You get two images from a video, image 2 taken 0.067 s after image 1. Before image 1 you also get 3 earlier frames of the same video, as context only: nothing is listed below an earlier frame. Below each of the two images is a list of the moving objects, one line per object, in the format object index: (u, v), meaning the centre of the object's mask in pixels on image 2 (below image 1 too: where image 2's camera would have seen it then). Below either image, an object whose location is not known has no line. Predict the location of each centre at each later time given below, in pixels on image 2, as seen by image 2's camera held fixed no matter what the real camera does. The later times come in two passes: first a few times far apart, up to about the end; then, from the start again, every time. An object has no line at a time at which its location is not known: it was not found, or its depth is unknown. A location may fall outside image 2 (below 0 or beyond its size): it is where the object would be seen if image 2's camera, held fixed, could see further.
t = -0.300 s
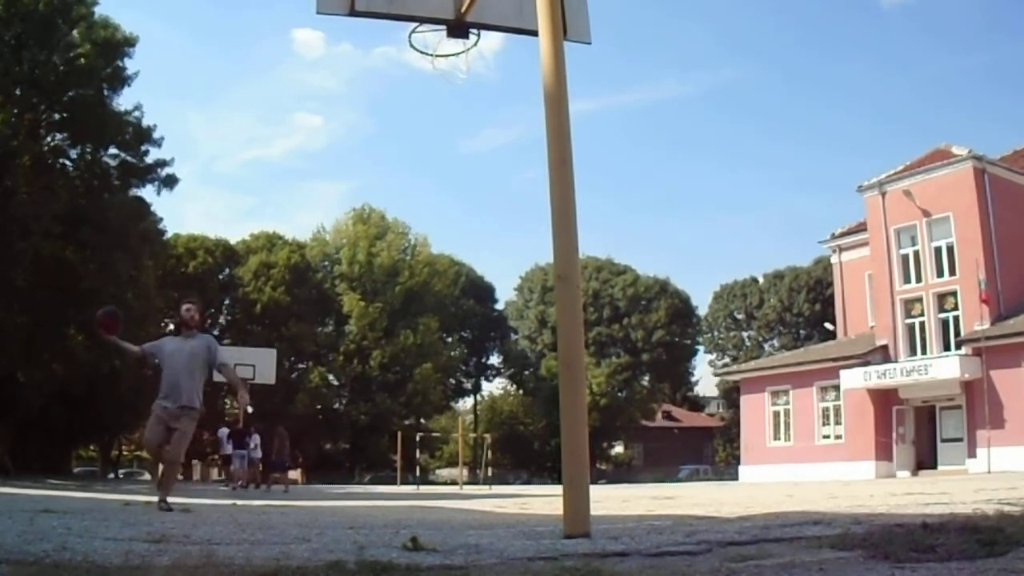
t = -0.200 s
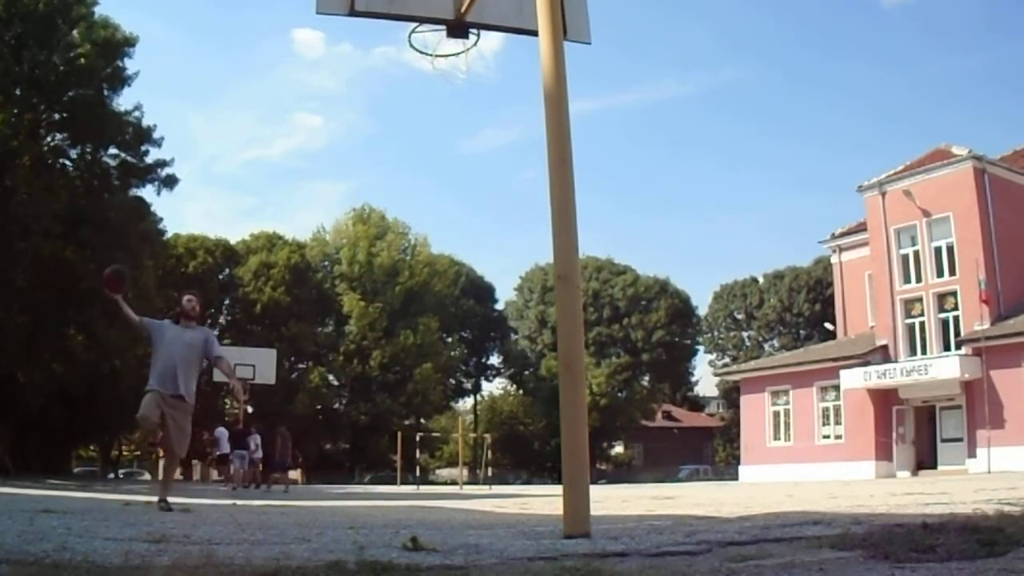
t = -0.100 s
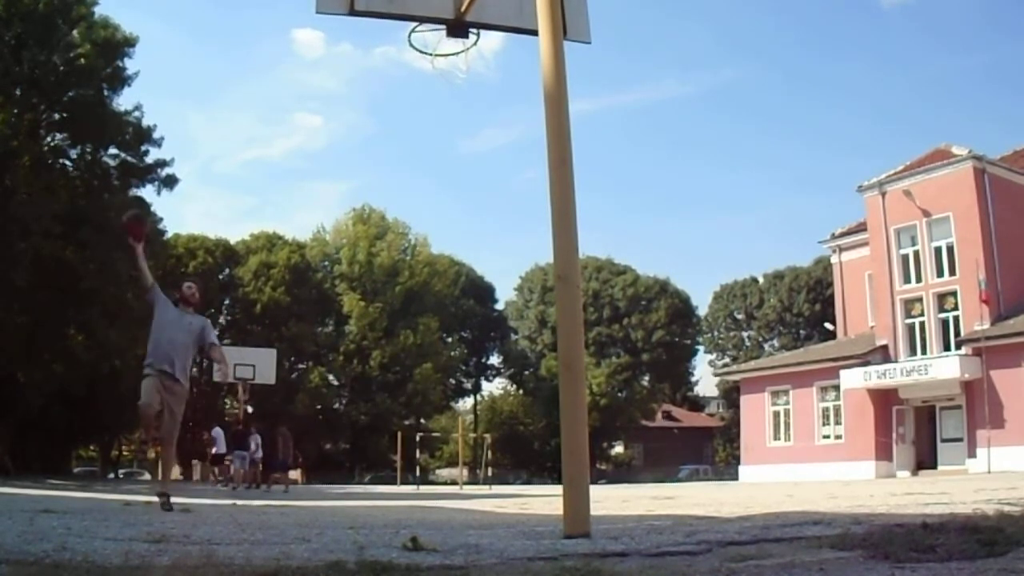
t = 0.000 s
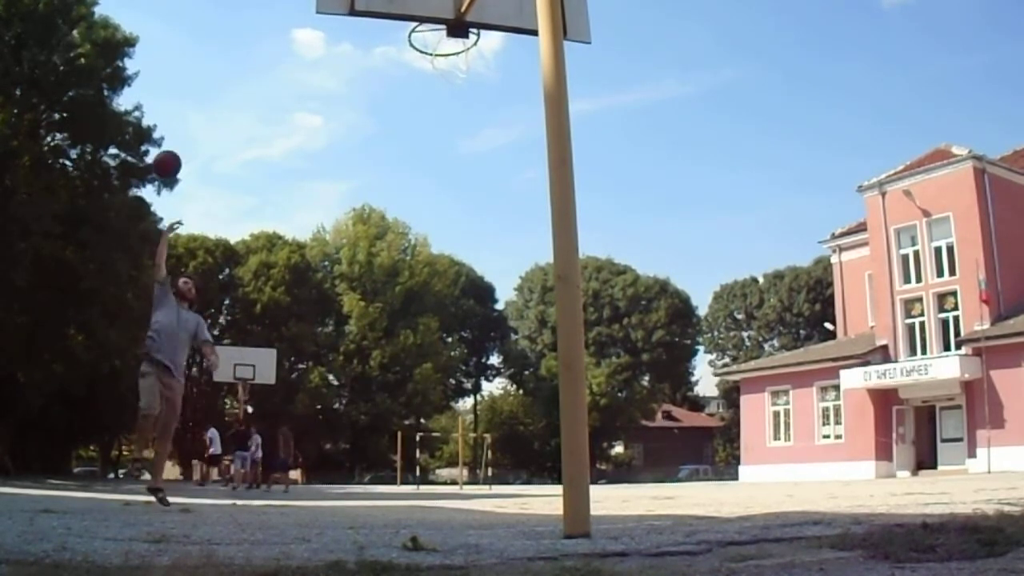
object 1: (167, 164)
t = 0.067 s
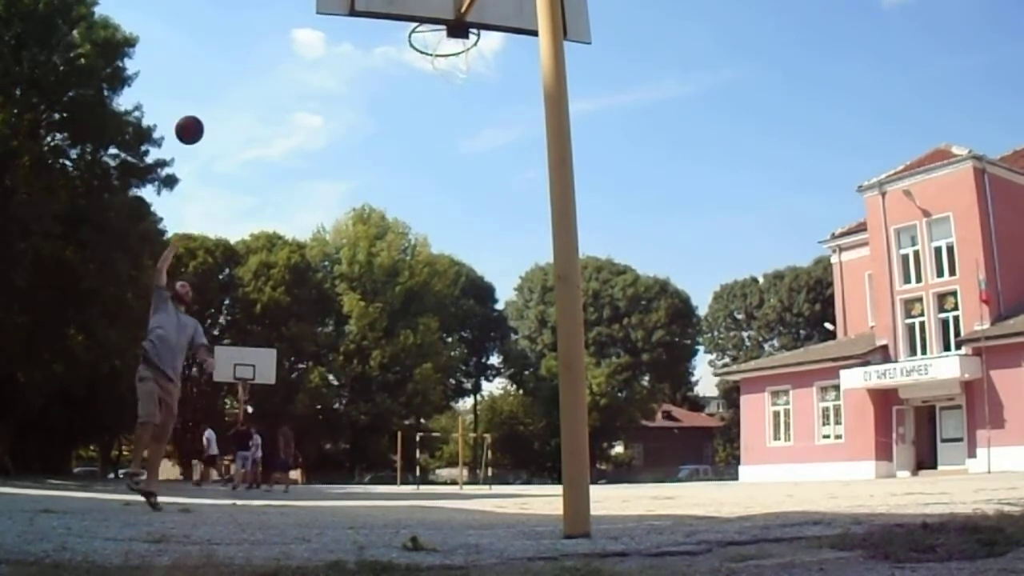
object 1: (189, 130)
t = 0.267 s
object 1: (258, 54)
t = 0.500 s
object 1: (344, 25)
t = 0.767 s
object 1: (362, 59)
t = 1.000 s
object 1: (300, 190)
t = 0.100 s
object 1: (200, 114)
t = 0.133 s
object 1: (211, 100)
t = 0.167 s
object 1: (223, 87)
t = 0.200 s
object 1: (235, 75)
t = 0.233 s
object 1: (246, 64)
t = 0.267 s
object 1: (258, 54)
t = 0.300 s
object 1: (270, 46)
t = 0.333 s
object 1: (282, 39)
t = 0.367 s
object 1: (294, 33)
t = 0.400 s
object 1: (306, 28)
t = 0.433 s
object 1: (318, 26)
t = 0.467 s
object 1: (331, 25)
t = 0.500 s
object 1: (344, 25)
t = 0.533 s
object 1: (357, 25)
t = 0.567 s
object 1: (370, 27)
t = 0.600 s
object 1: (384, 30)
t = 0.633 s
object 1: (391, 33)
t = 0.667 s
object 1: (385, 36)
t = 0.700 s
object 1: (378, 42)
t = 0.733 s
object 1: (370, 50)
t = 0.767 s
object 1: (362, 59)
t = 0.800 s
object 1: (354, 71)
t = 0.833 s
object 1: (346, 85)
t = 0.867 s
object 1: (337, 100)
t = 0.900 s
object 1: (329, 119)
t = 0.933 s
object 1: (320, 140)
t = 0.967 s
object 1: (310, 163)
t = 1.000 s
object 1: (300, 190)
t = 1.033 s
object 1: (289, 220)
